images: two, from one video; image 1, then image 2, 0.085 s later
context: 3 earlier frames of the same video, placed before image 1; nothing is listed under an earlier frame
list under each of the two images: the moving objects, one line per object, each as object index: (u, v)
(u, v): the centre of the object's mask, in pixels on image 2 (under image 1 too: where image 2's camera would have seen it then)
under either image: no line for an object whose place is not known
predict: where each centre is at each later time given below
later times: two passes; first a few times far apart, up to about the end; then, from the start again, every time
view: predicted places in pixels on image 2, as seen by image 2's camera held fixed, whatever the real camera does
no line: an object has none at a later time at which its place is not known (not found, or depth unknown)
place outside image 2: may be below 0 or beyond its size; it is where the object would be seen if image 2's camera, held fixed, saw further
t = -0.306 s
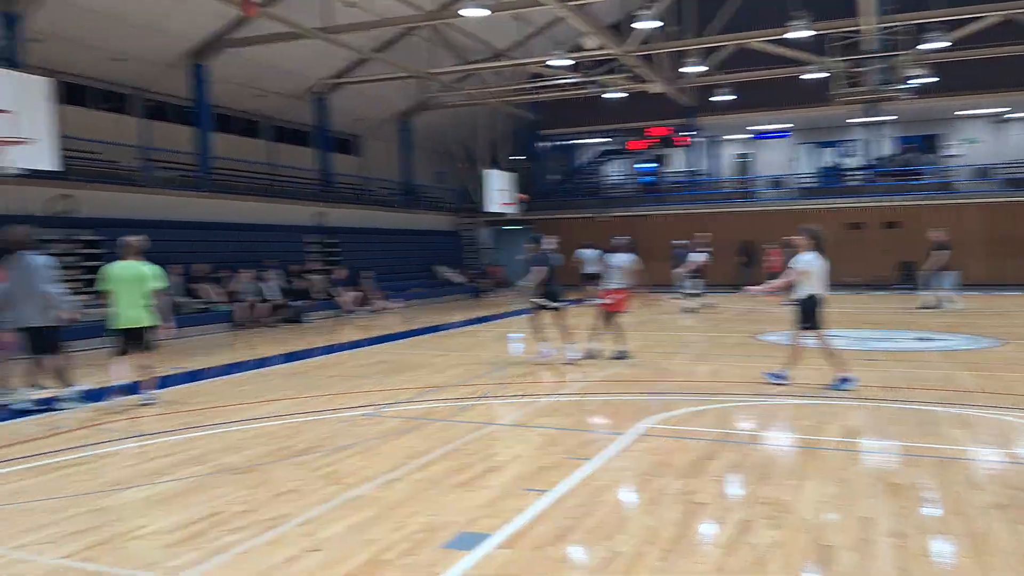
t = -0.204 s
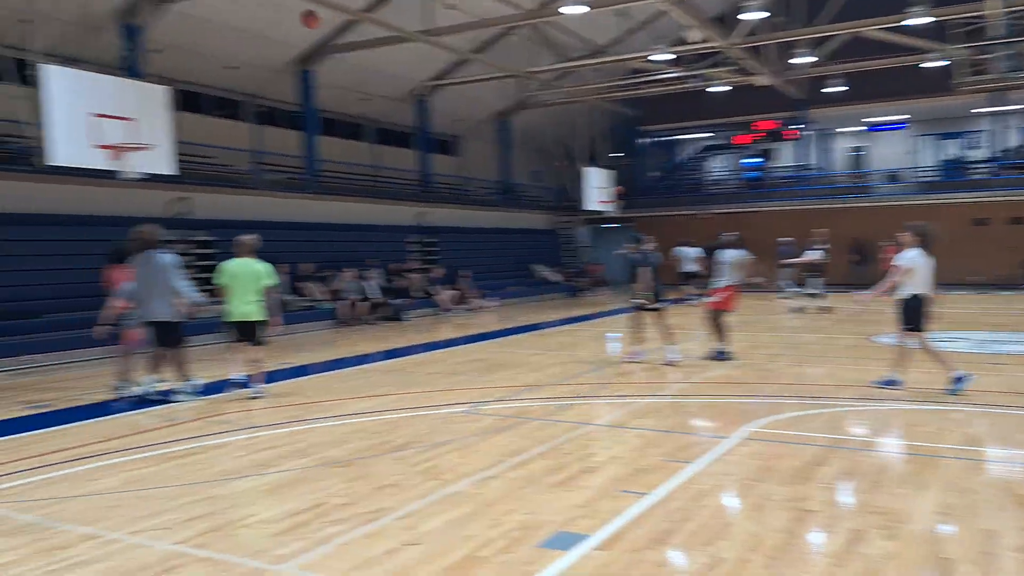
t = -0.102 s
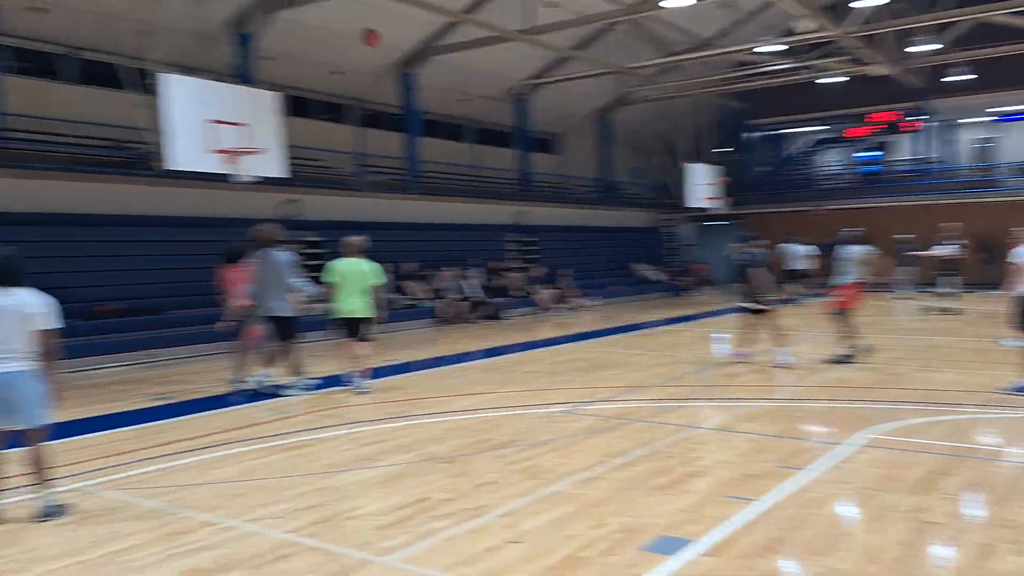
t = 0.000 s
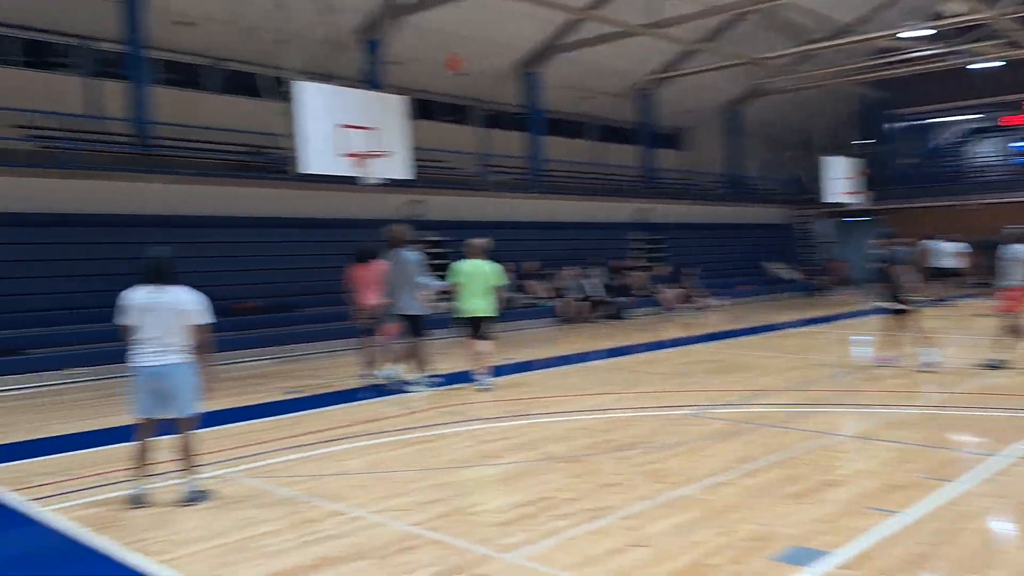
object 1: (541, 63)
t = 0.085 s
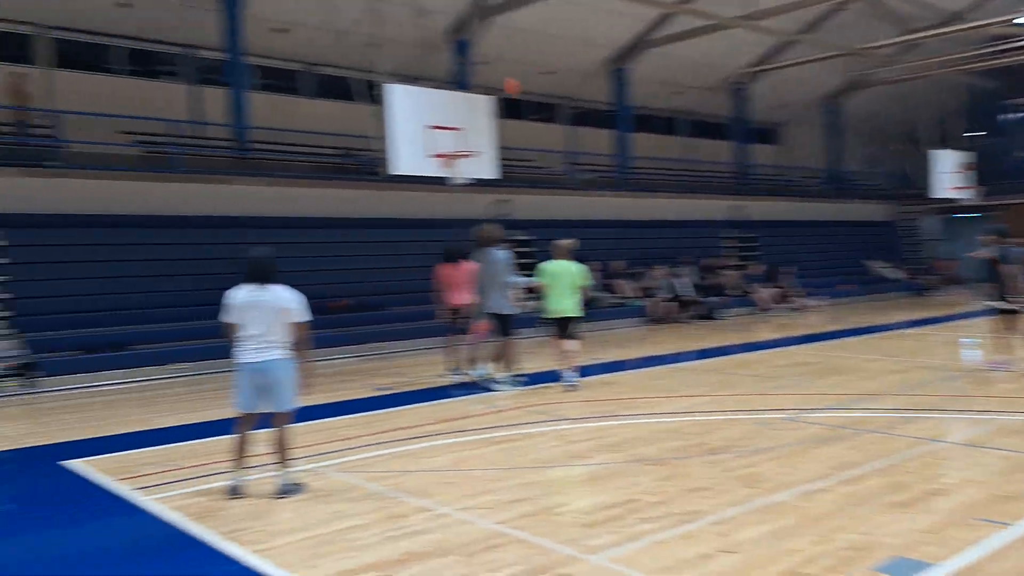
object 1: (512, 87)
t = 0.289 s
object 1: (462, 139)
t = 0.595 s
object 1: (549, 82)
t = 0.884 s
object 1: (645, 89)
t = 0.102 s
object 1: (506, 92)
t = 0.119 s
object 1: (500, 98)
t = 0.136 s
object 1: (494, 104)
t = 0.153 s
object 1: (488, 110)
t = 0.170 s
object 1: (482, 116)
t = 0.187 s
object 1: (476, 122)
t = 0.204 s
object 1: (470, 129)
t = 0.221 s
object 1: (464, 136)
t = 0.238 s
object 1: (458, 143)
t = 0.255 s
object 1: (454, 147)
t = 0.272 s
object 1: (458, 143)
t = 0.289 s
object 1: (462, 139)
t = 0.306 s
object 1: (468, 134)
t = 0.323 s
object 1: (471, 130)
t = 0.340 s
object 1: (475, 126)
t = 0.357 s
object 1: (480, 121)
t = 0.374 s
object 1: (485, 117)
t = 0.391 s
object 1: (490, 113)
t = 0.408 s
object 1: (495, 110)
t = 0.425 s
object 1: (500, 106)
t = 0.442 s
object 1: (503, 104)
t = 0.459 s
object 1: (508, 101)
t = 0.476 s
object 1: (513, 98)
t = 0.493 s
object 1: (517, 95)
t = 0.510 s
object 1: (523, 92)
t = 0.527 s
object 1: (528, 90)
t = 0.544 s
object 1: (534, 87)
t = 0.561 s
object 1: (538, 85)
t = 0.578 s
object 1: (543, 84)
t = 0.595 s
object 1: (549, 82)
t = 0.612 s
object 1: (554, 81)
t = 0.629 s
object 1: (559, 80)
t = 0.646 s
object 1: (564, 79)
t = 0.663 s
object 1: (569, 78)
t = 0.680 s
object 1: (575, 78)
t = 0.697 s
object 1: (581, 77)
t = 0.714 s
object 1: (587, 77)
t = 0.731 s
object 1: (593, 77)
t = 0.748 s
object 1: (598, 77)
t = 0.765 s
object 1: (604, 78)
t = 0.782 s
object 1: (610, 79)
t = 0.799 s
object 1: (616, 80)
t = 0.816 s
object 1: (621, 81)
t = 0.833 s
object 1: (628, 83)
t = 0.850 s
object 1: (634, 84)
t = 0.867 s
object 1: (640, 86)
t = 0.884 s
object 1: (645, 89)
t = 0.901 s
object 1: (652, 92)
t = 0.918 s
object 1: (658, 95)
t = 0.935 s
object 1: (664, 98)
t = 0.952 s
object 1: (670, 102)
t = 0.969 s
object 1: (677, 106)
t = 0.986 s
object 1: (683, 110)
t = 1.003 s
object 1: (690, 114)
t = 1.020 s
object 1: (695, 119)
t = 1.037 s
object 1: (702, 124)
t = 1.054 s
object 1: (709, 129)
